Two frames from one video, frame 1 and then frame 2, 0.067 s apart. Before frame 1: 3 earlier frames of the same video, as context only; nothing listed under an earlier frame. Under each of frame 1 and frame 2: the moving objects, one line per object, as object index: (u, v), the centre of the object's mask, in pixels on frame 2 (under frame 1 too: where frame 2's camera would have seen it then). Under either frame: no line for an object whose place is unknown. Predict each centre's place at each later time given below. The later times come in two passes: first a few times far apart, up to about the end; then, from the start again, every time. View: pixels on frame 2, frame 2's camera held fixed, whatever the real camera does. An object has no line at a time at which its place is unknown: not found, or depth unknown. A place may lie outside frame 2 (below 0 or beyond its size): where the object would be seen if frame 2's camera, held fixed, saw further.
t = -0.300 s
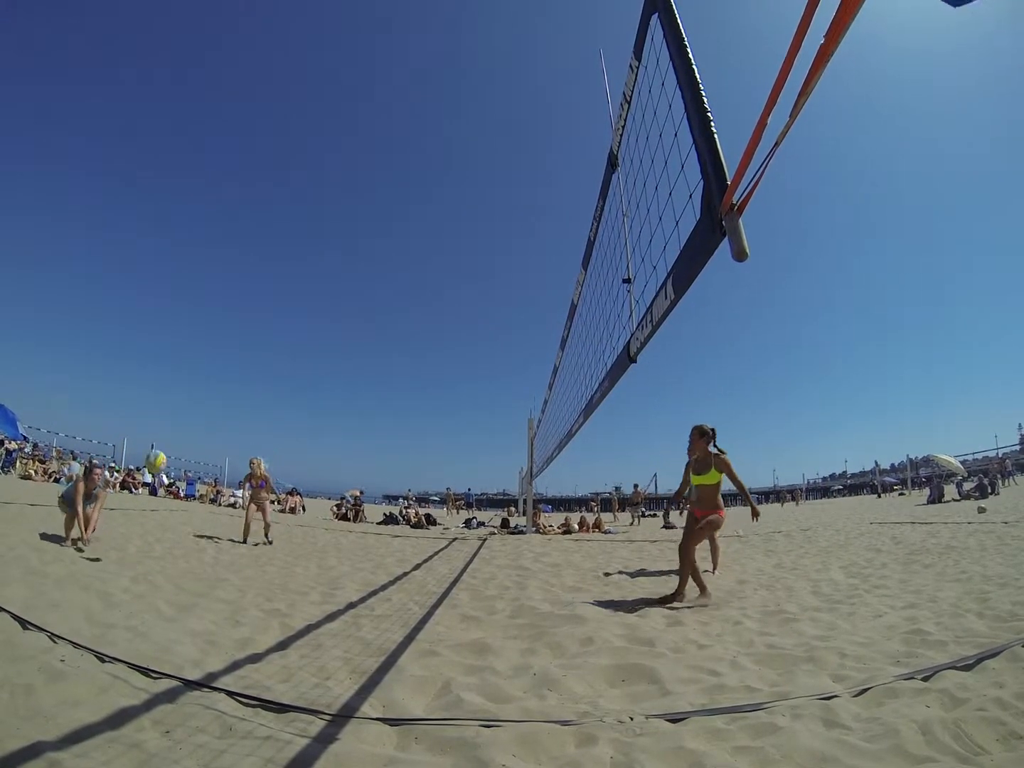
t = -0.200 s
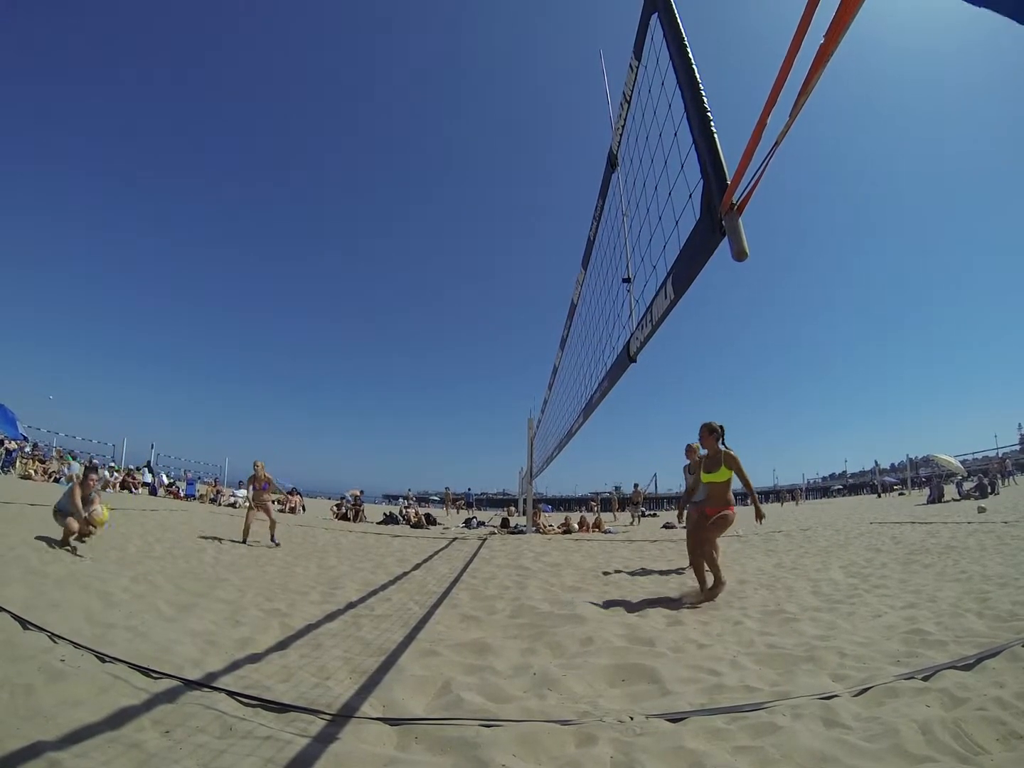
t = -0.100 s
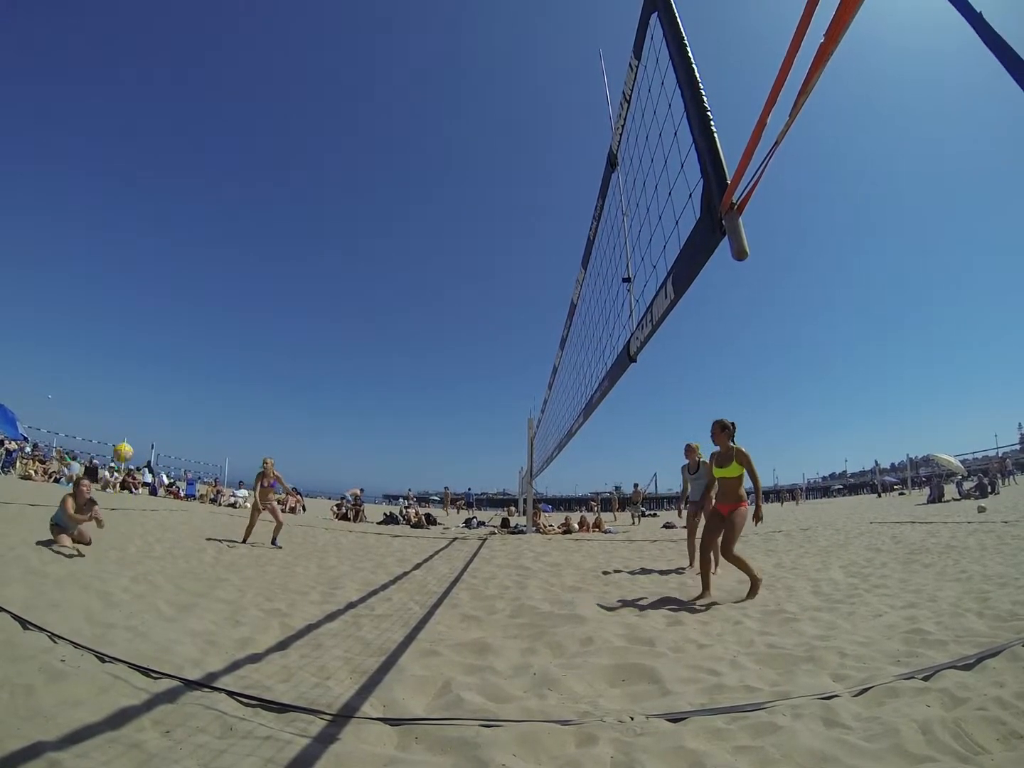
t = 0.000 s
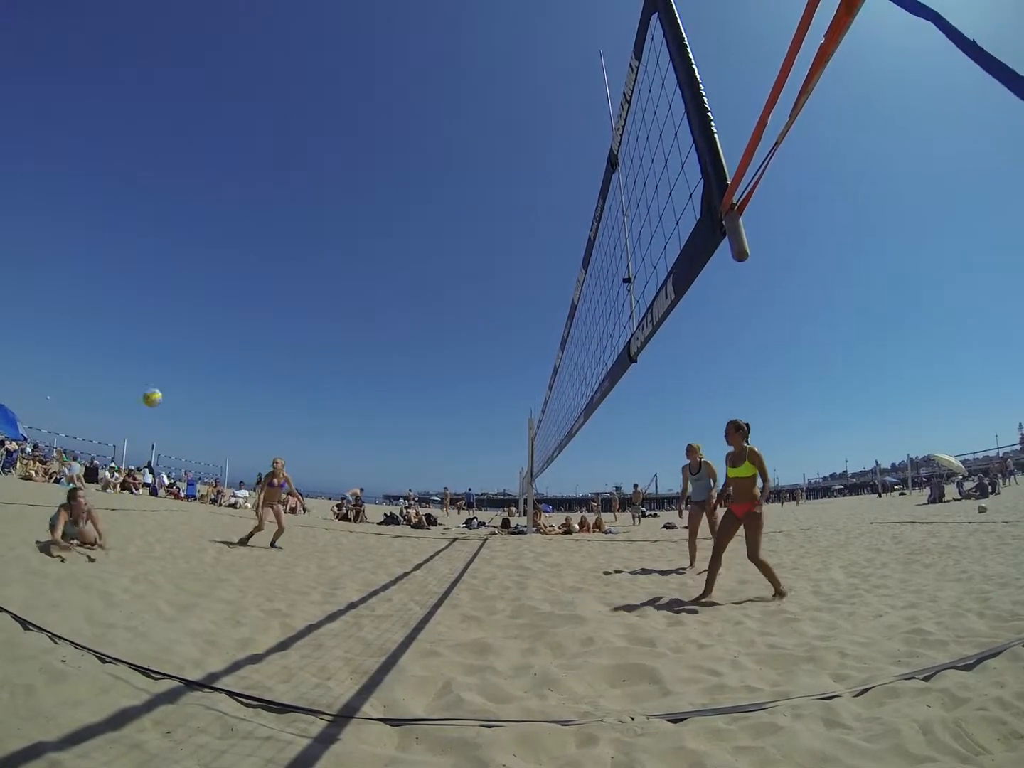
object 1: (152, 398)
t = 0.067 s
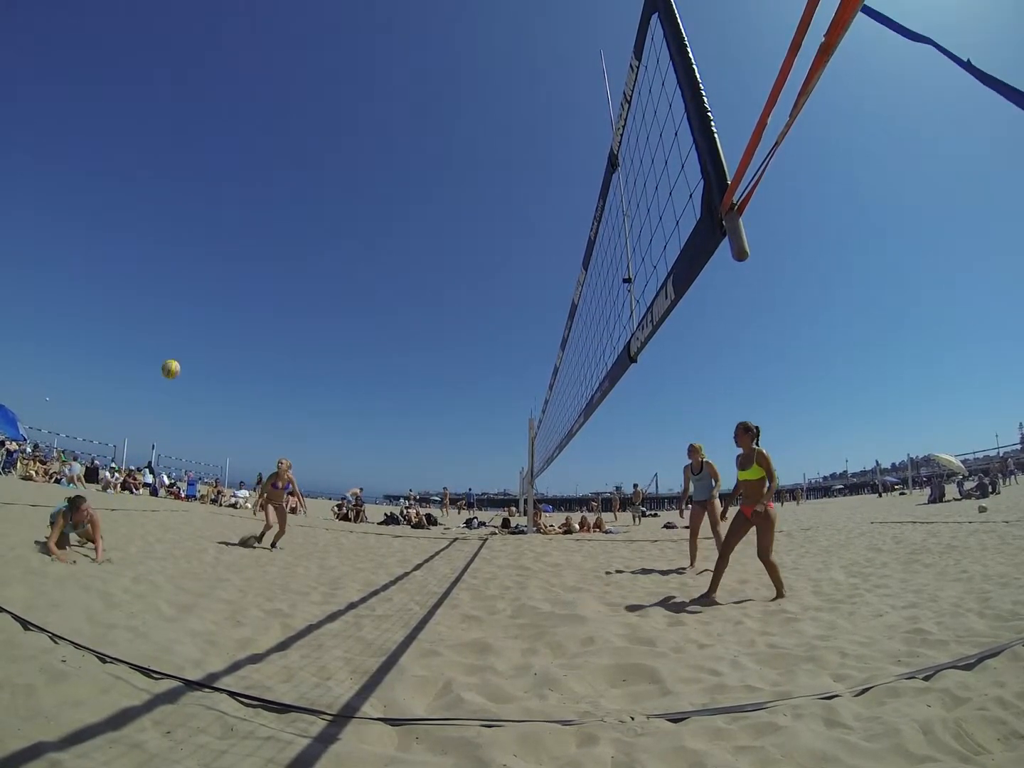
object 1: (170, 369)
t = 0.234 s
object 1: (210, 319)
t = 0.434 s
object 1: (247, 294)
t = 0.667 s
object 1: (276, 301)
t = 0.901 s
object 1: (300, 342)
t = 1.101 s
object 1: (315, 407)
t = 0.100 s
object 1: (179, 356)
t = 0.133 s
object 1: (187, 344)
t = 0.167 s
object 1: (195, 335)
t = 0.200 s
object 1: (202, 327)
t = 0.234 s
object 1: (210, 319)
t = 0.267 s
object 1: (217, 312)
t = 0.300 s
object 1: (224, 307)
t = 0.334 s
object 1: (229, 302)
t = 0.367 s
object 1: (235, 299)
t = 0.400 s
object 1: (242, 296)
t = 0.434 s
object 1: (247, 294)
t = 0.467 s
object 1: (252, 292)
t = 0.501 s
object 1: (256, 292)
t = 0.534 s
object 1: (261, 292)
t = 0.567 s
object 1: (265, 294)
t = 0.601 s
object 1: (269, 295)
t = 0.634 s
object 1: (272, 298)
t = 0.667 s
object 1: (276, 301)
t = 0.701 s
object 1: (279, 305)
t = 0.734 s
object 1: (283, 310)
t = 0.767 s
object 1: (286, 314)
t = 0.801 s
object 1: (289, 321)
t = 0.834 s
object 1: (293, 327)
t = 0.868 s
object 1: (296, 334)
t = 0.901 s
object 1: (300, 342)
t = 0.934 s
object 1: (302, 351)
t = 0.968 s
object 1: (304, 360)
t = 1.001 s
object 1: (307, 370)
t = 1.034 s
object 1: (310, 382)
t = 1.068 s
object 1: (313, 394)
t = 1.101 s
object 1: (315, 407)
